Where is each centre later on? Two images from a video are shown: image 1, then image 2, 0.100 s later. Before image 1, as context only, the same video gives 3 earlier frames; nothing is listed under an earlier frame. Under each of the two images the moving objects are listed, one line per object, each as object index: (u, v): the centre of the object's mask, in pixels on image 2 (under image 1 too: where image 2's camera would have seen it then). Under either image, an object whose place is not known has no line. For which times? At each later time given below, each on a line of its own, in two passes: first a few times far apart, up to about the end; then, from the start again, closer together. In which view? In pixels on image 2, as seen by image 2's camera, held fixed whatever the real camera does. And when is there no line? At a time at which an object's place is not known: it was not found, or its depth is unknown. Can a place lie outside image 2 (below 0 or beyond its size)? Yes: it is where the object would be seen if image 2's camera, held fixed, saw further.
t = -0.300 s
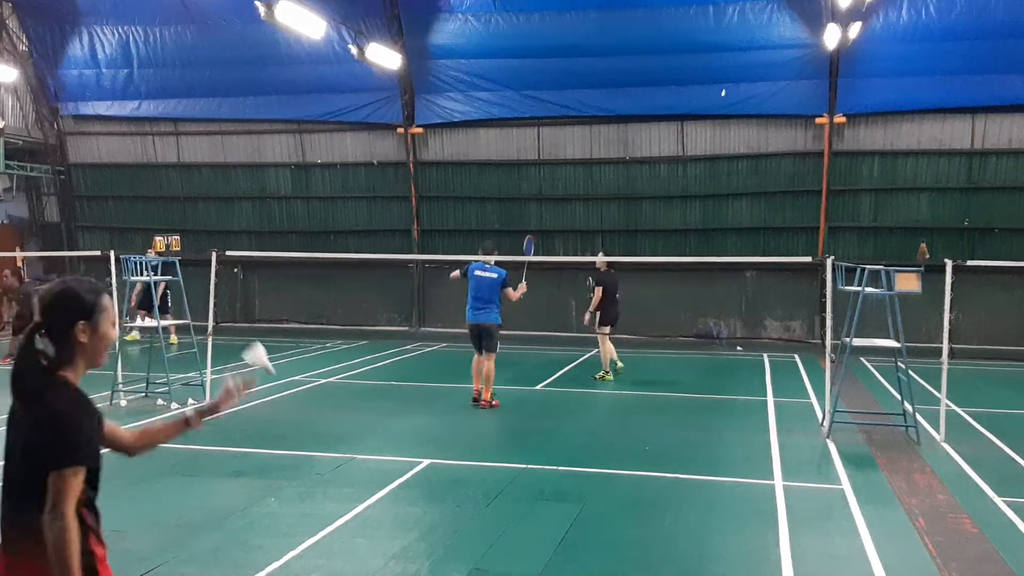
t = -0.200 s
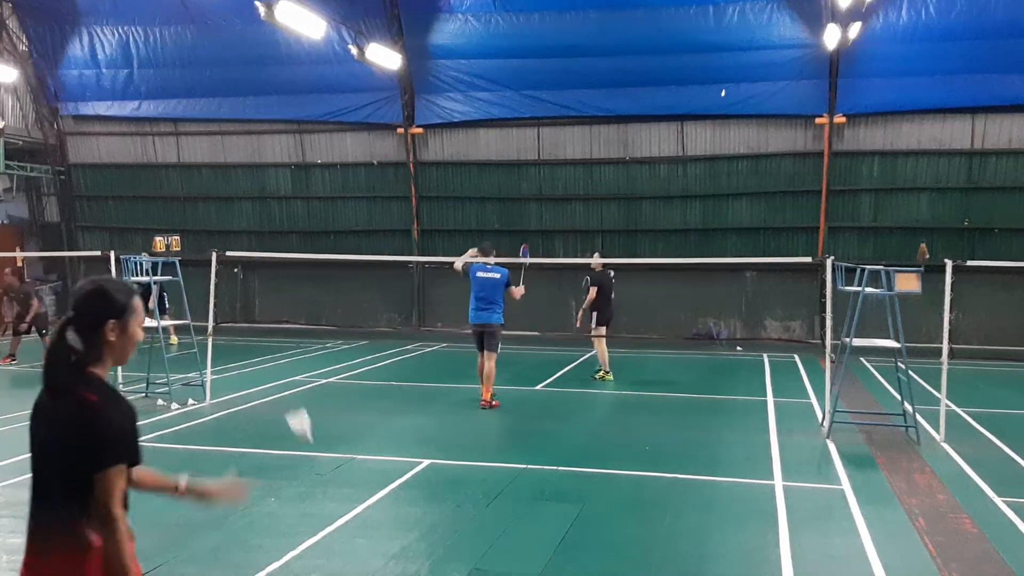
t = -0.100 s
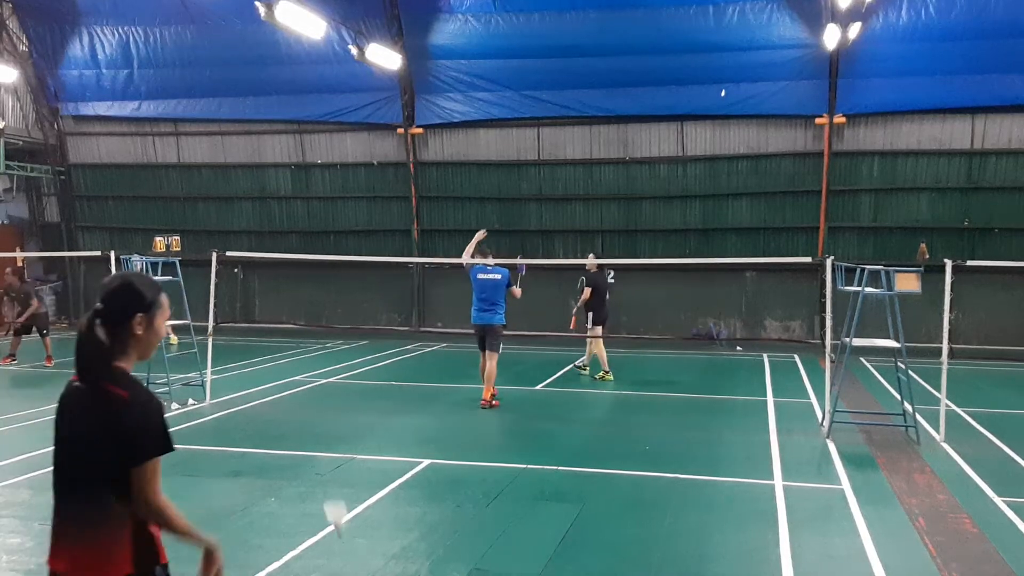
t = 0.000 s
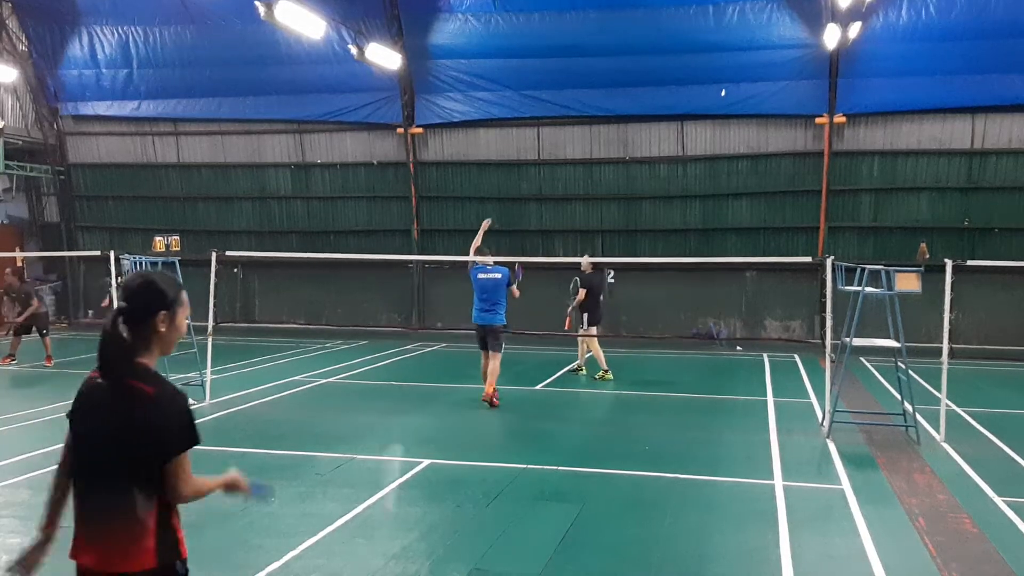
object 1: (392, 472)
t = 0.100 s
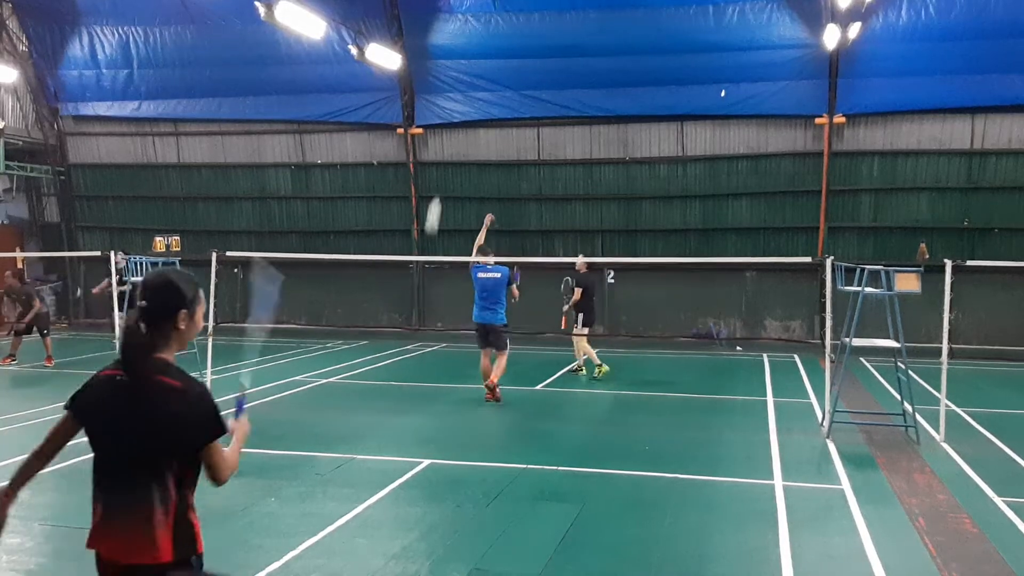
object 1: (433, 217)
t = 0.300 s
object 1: (471, 40)
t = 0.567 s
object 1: (494, 4)
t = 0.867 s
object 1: (510, 64)
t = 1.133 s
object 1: (520, 162)
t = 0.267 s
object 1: (467, 56)
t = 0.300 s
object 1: (471, 40)
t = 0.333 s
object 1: (475, 28)
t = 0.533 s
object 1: (492, 4)
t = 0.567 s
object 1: (494, 4)
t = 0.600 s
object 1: (496, 6)
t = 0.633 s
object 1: (497, 10)
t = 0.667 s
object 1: (499, 16)
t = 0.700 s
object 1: (501, 22)
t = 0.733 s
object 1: (503, 28)
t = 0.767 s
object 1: (505, 36)
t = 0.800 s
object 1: (506, 44)
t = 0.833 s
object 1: (508, 54)
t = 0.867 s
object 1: (510, 64)
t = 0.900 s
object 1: (511, 74)
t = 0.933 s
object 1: (513, 85)
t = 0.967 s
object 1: (514, 96)
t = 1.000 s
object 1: (516, 109)
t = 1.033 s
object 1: (517, 121)
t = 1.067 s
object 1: (518, 134)
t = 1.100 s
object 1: (519, 148)
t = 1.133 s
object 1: (520, 162)
